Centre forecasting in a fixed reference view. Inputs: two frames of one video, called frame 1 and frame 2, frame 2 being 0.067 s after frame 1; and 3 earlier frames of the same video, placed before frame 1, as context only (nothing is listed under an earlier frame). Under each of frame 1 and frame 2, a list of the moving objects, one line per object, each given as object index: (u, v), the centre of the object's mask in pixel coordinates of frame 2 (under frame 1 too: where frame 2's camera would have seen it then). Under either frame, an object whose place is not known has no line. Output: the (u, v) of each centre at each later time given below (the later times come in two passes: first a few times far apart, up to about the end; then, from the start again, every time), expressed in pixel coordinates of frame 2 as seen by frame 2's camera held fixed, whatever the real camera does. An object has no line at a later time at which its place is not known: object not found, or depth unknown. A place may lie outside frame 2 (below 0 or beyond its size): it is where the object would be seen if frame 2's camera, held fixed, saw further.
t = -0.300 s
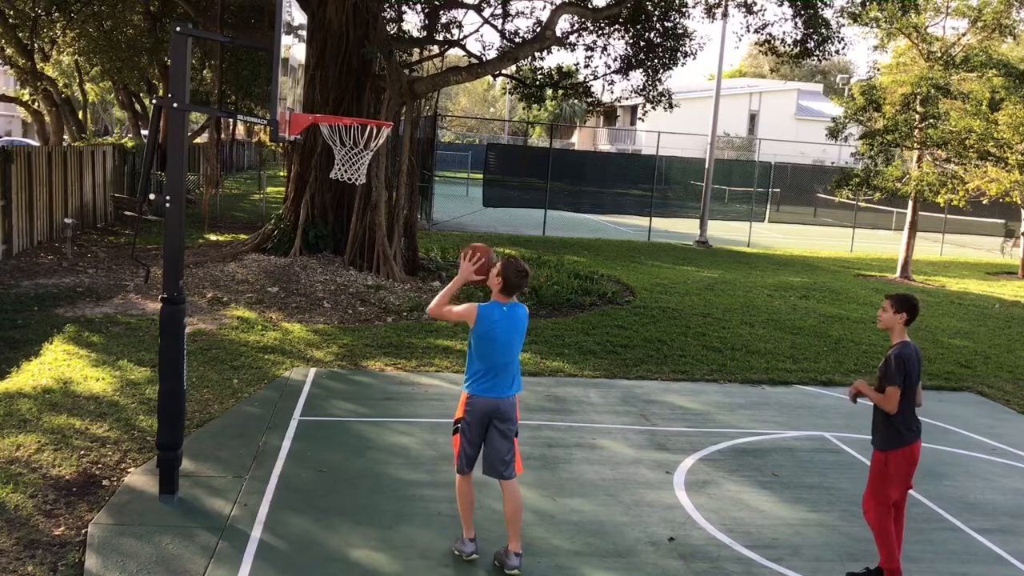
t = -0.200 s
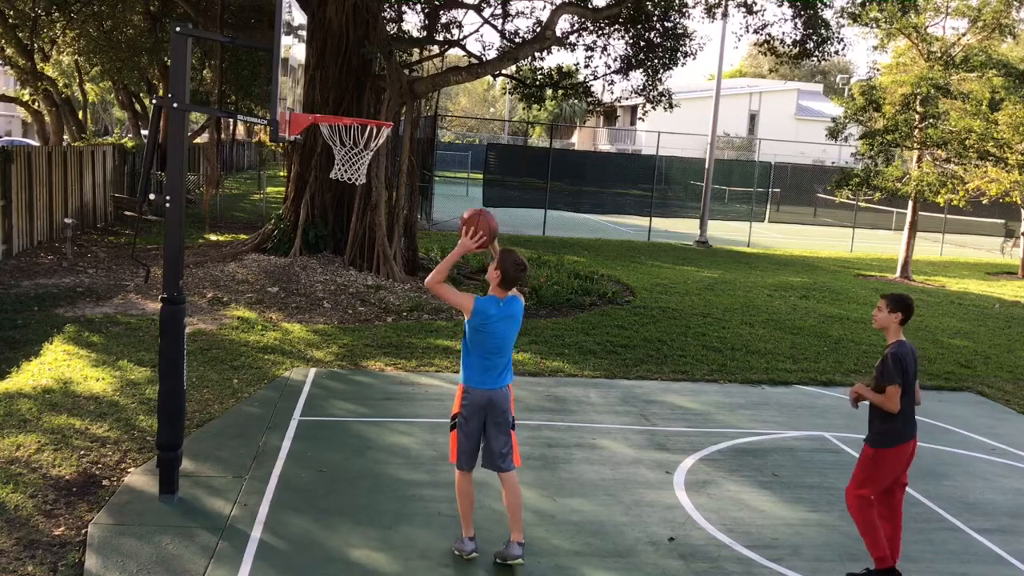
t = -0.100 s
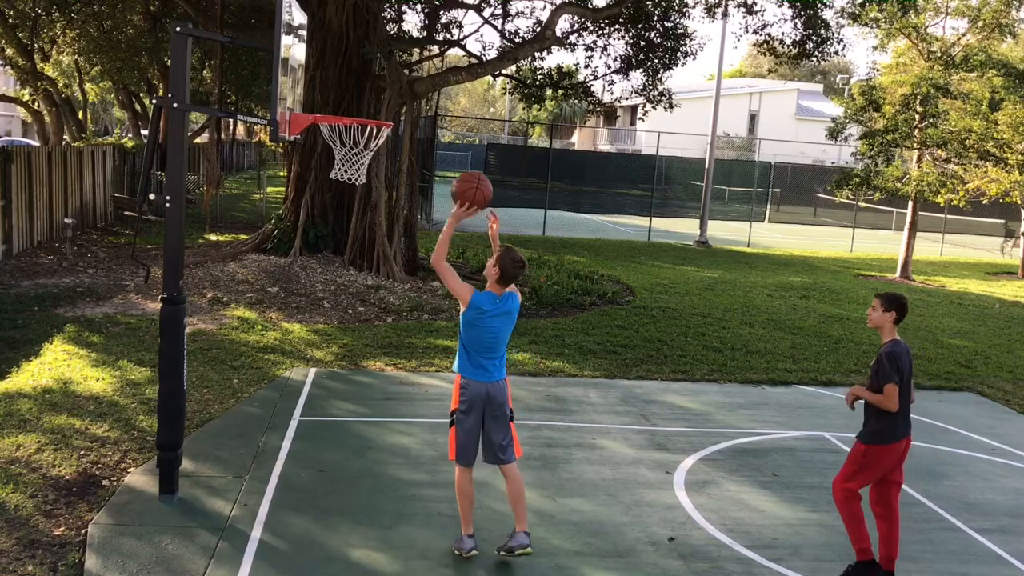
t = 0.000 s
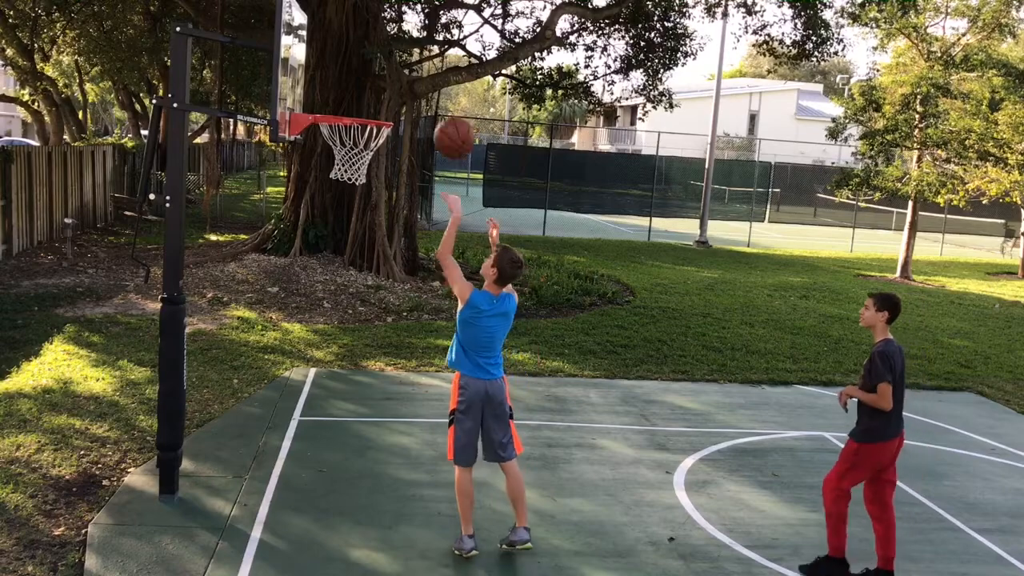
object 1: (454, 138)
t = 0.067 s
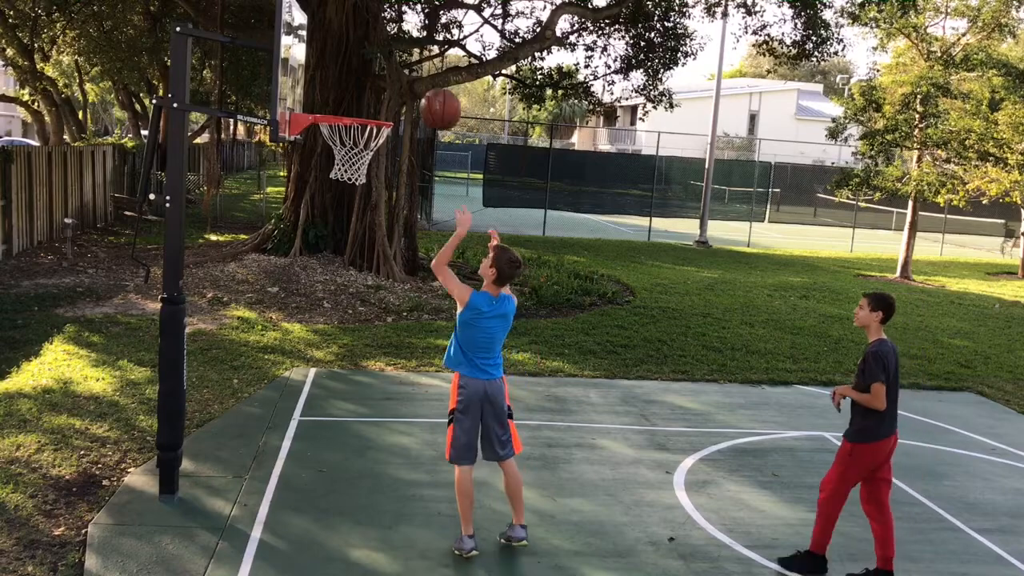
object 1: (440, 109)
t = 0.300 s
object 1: (390, 70)
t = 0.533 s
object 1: (341, 110)
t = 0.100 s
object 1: (433, 97)
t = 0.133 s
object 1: (426, 89)
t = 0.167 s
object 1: (419, 82)
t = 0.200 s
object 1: (411, 77)
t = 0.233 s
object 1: (404, 72)
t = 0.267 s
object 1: (397, 71)
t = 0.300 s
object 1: (390, 70)
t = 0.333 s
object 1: (383, 73)
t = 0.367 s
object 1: (376, 77)
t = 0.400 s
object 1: (369, 82)
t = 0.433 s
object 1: (362, 90)
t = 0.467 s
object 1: (355, 98)
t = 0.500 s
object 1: (348, 104)
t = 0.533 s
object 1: (341, 110)
